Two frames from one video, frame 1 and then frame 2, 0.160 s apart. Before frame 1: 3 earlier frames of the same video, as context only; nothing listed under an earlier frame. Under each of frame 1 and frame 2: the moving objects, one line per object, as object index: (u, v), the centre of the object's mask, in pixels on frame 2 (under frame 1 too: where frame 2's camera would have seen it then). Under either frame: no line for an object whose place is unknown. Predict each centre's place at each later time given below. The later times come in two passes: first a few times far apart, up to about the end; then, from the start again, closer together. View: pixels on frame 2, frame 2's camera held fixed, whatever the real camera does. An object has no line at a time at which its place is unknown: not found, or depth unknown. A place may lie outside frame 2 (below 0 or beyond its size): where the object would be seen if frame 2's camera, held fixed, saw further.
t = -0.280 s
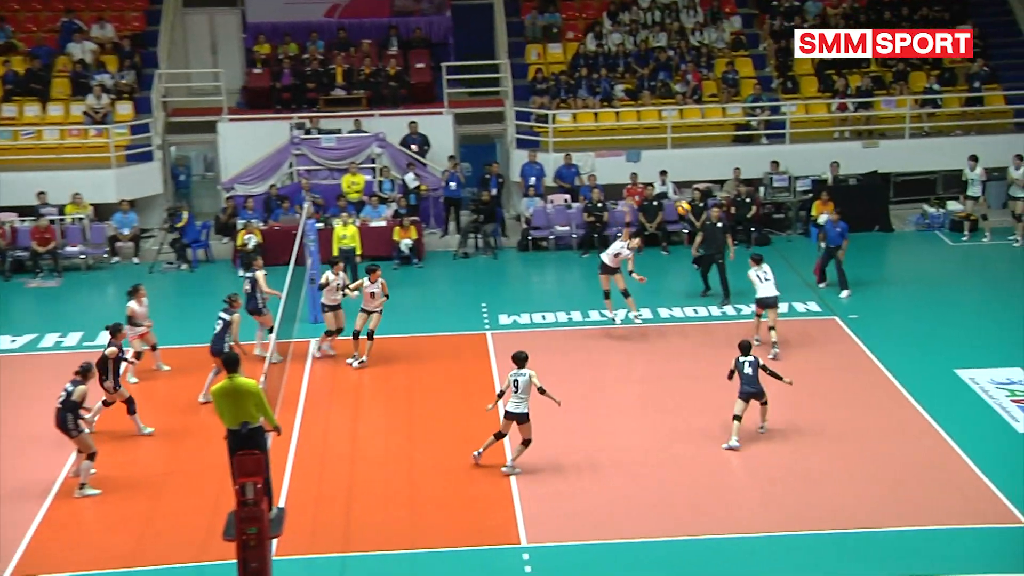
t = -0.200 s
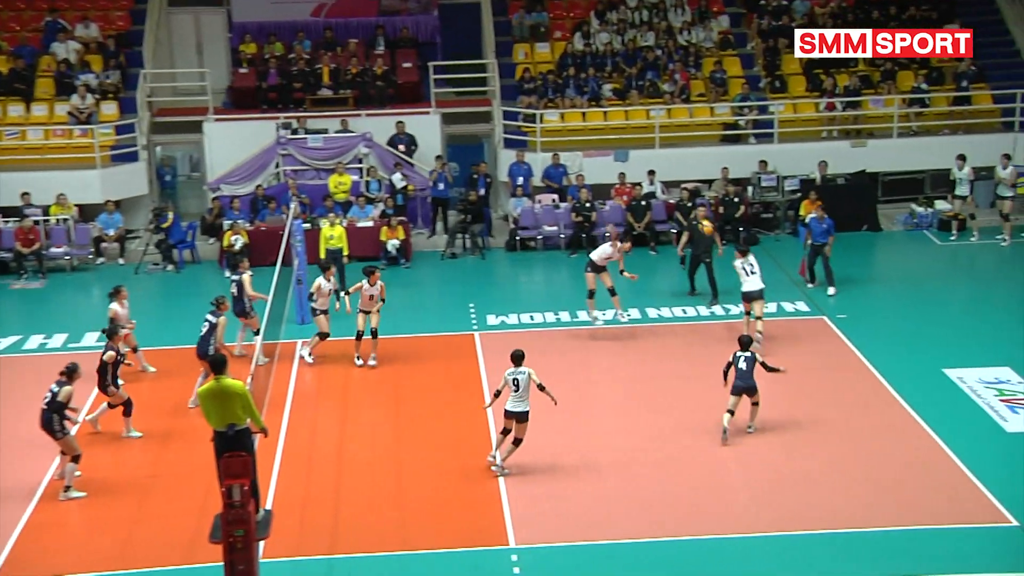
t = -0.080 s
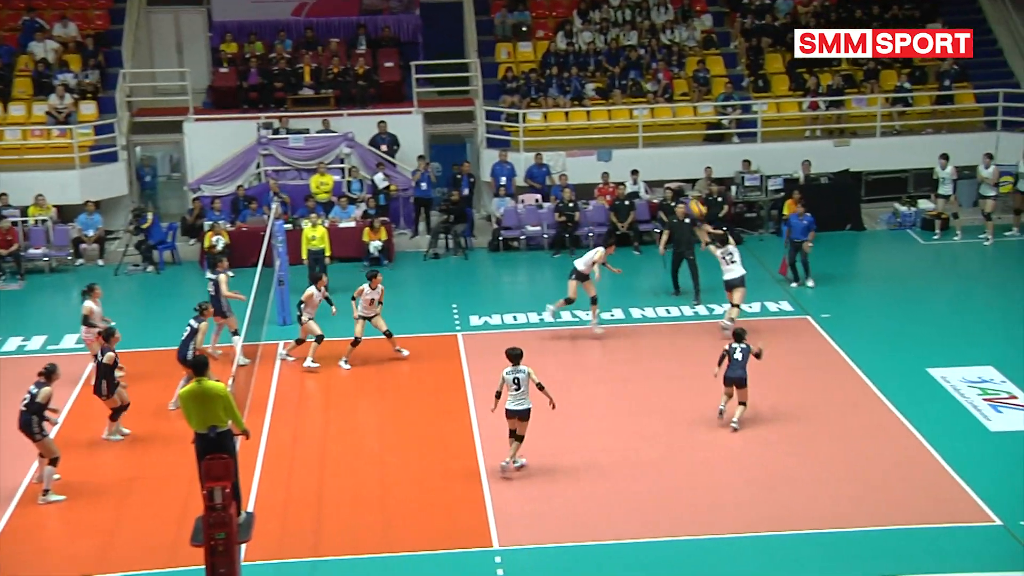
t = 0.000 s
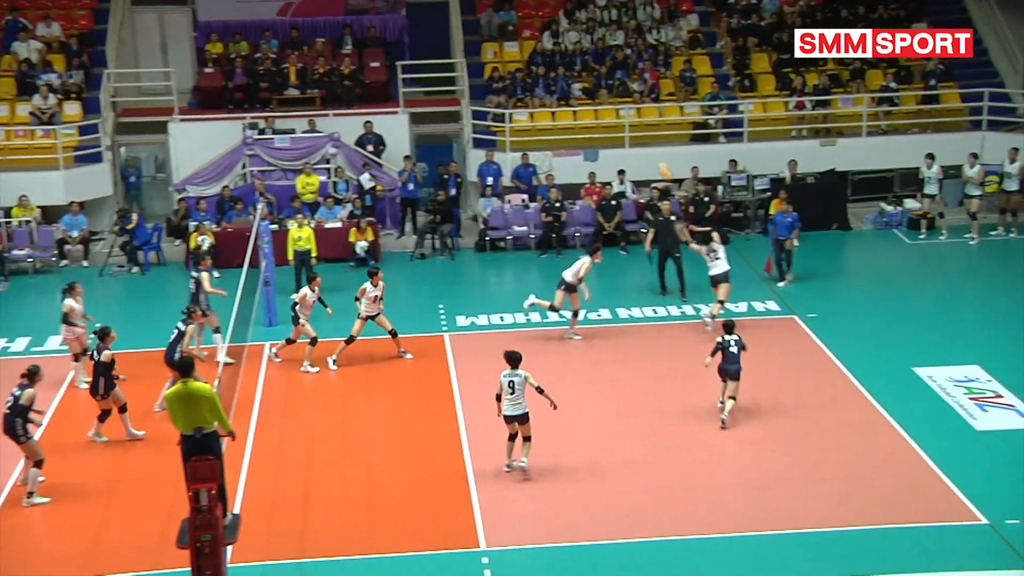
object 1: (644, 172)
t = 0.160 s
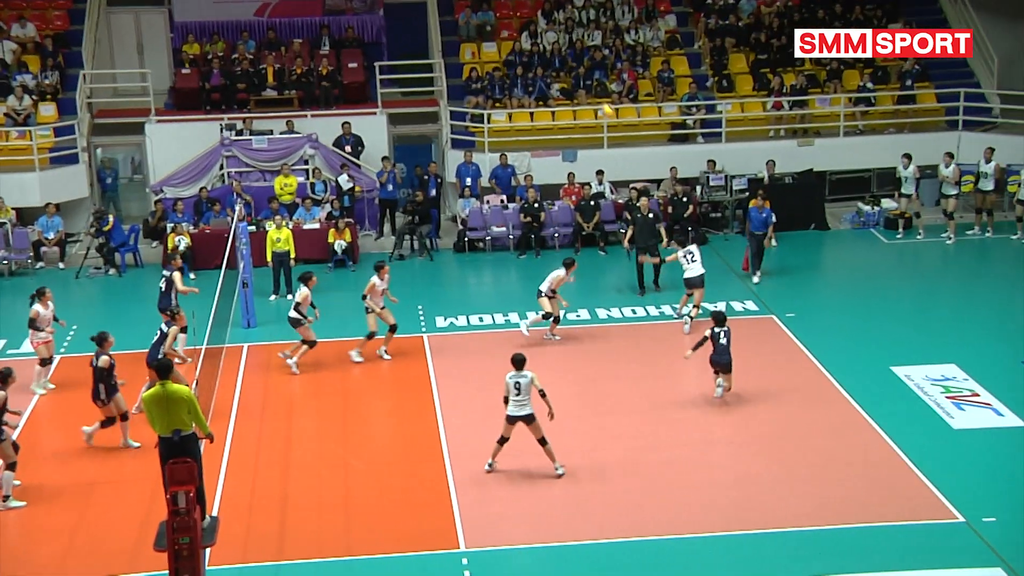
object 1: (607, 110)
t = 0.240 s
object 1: (590, 85)
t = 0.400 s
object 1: (556, 46)
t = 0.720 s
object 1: (493, 11)
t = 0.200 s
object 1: (598, 96)
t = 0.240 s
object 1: (590, 85)
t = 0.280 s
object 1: (581, 73)
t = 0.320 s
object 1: (572, 63)
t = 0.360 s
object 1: (564, 54)
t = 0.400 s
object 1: (556, 46)
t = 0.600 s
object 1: (516, 17)
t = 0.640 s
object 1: (509, 14)
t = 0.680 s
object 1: (502, 12)
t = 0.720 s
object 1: (493, 11)
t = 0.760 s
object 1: (485, 11)
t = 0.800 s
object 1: (478, 12)
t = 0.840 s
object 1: (471, 14)
